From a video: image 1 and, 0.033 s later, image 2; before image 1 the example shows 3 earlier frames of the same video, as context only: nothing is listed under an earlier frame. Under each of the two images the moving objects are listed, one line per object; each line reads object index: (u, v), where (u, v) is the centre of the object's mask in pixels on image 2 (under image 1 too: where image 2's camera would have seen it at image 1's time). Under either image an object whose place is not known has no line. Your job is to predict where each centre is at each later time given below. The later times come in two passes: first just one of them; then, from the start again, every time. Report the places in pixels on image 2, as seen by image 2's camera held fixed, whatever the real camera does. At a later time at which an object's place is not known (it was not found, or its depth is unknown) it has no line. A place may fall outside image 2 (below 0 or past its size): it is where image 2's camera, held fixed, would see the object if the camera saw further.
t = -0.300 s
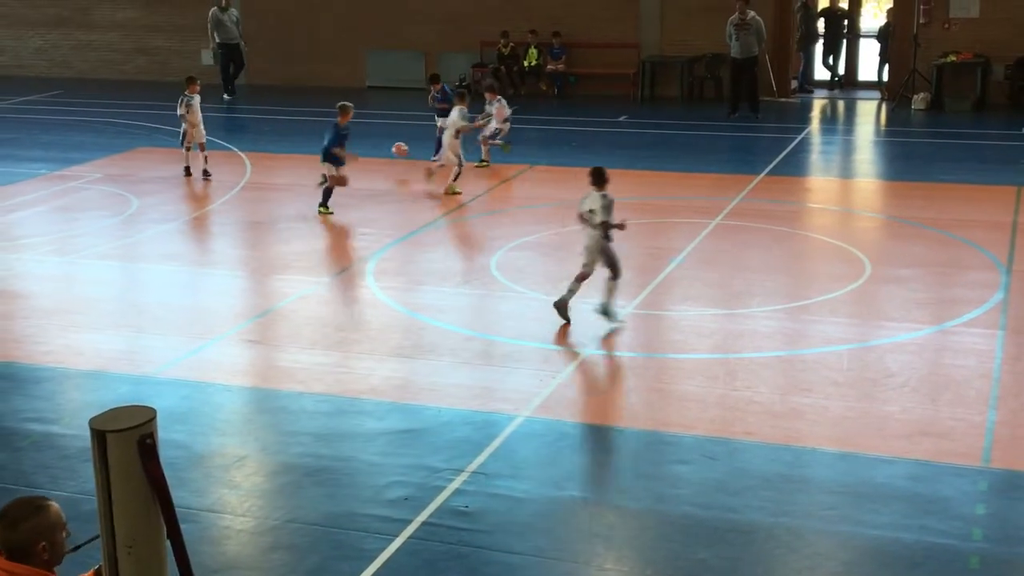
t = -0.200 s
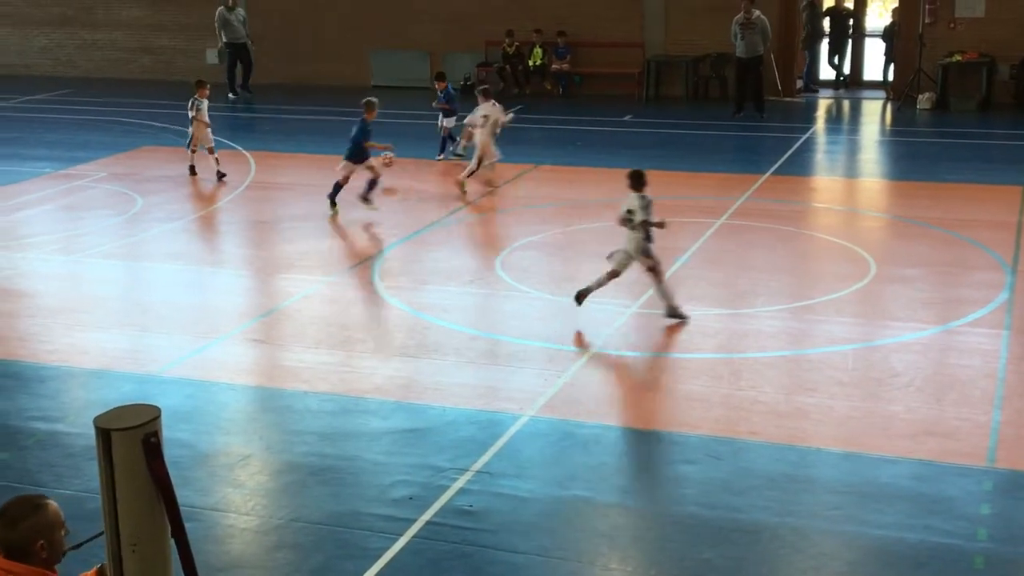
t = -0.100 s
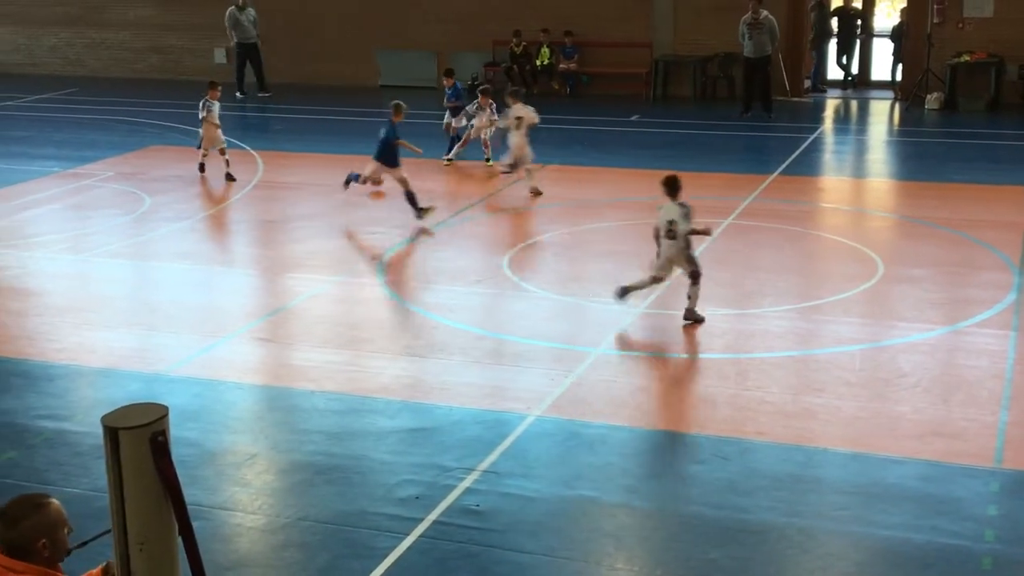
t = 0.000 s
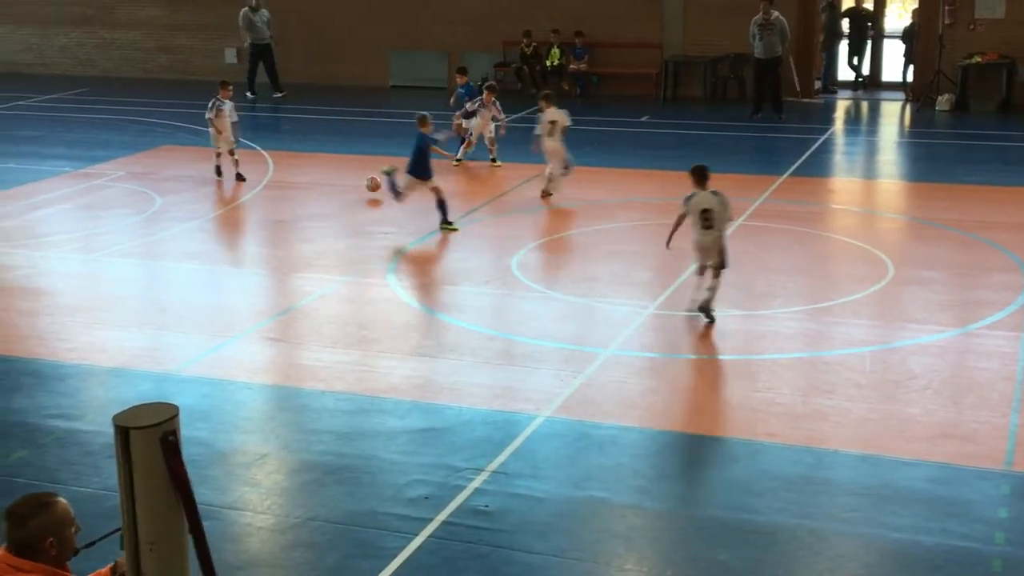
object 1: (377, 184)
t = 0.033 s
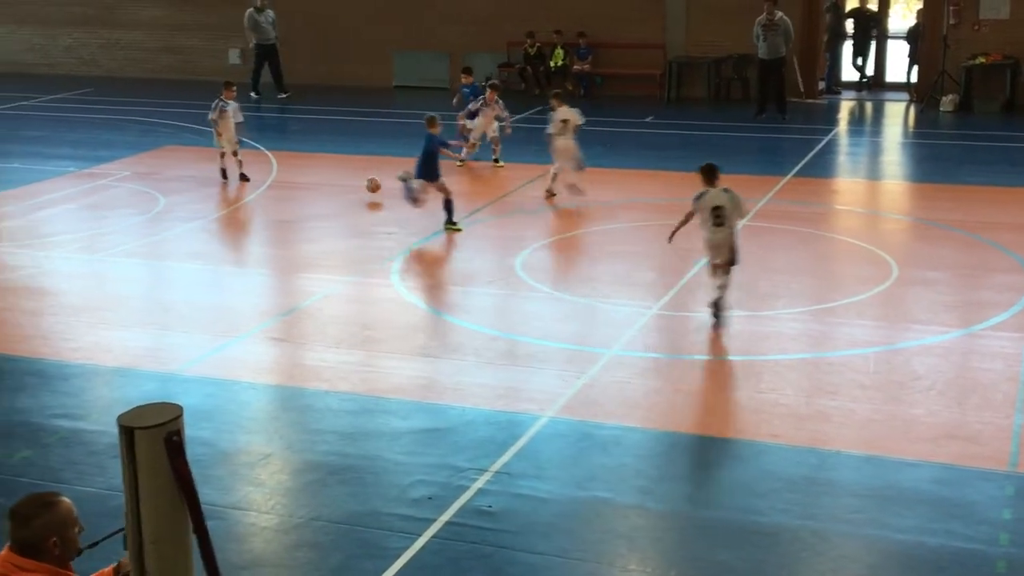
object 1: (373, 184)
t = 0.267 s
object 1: (349, 202)
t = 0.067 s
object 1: (370, 185)
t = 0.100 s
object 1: (366, 188)
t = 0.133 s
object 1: (362, 192)
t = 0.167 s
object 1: (359, 196)
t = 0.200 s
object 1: (356, 202)
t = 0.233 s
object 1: (353, 201)
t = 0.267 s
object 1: (349, 202)
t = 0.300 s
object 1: (346, 203)
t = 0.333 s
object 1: (343, 206)
